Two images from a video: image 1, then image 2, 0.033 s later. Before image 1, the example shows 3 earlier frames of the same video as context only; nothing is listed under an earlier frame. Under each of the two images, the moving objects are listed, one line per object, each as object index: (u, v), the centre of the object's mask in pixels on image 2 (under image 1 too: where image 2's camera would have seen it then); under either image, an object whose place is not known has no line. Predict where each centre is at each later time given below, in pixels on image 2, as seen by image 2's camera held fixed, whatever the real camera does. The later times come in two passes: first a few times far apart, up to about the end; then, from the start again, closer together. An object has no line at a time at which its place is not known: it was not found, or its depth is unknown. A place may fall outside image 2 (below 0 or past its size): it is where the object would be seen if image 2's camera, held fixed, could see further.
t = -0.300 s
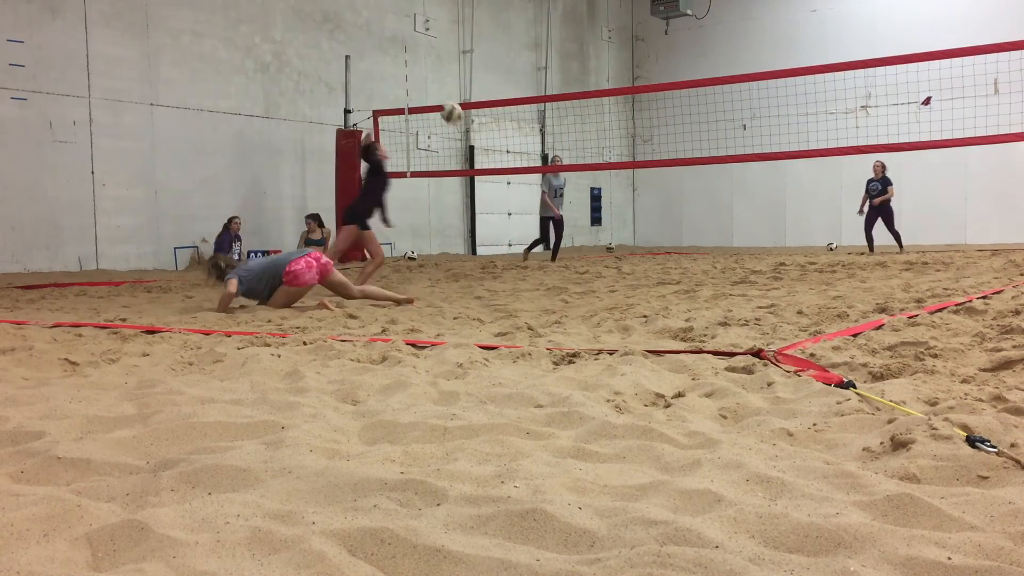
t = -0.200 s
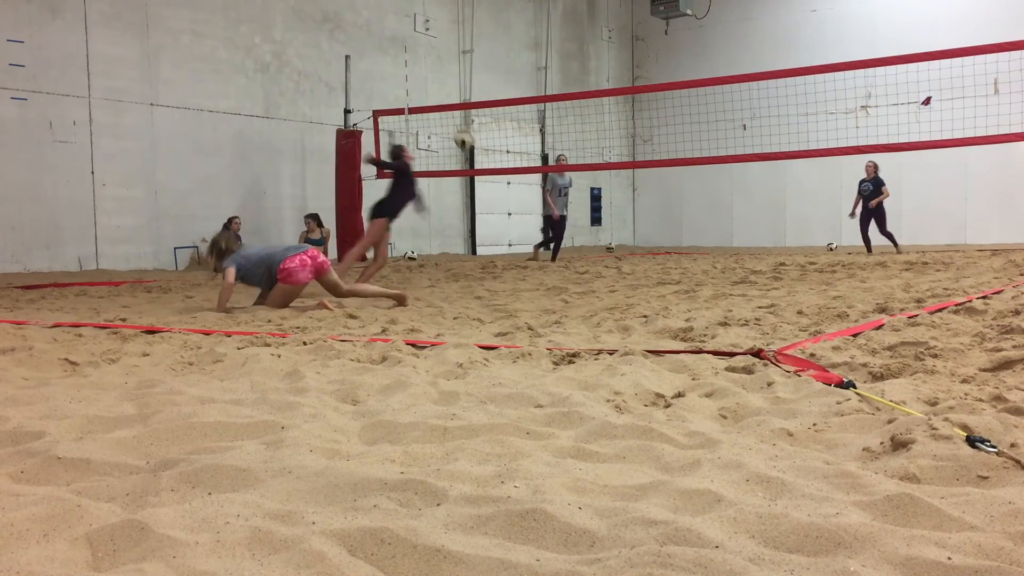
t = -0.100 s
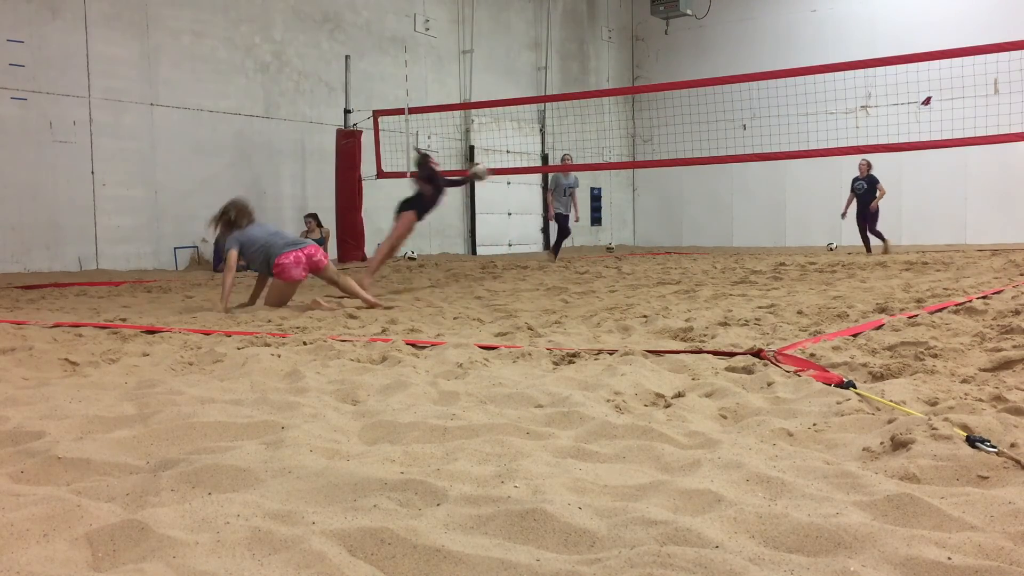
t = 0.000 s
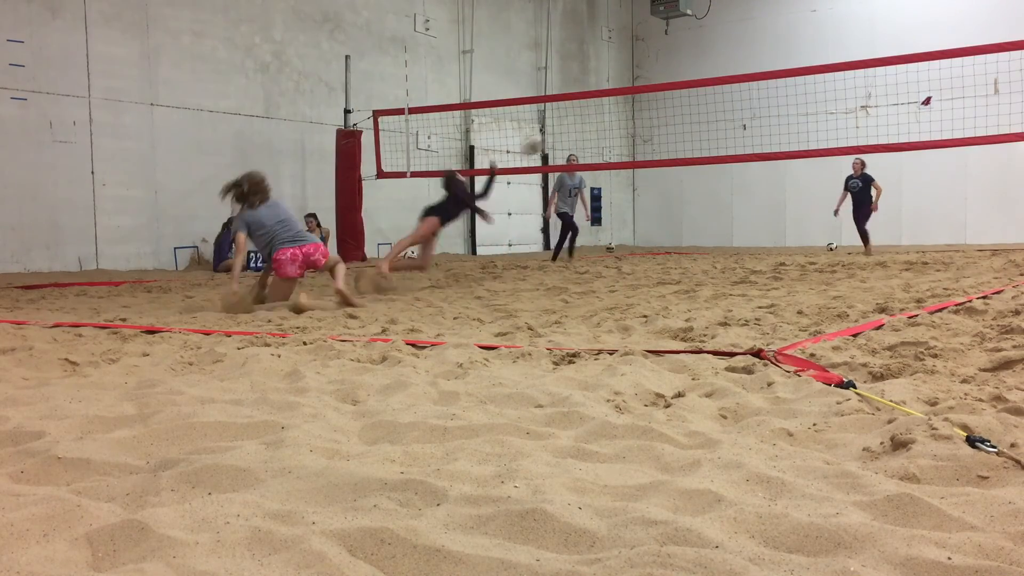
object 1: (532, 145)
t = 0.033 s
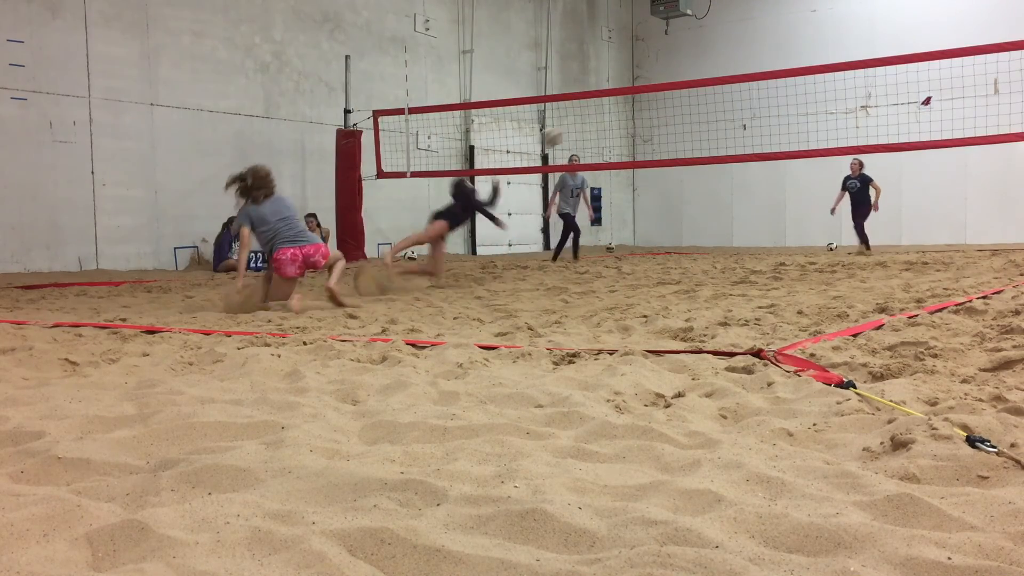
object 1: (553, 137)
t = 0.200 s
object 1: (638, 114)
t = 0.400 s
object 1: (703, 108)
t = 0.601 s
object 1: (722, 127)
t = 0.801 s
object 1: (739, 180)
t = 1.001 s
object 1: (757, 265)
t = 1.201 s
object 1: (733, 266)
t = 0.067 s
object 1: (569, 131)
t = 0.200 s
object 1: (638, 114)
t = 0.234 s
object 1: (653, 112)
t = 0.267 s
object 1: (669, 112)
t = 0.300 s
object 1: (683, 111)
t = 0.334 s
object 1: (691, 108)
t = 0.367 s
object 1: (698, 107)
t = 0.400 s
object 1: (703, 108)
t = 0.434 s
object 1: (706, 109)
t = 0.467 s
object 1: (709, 111)
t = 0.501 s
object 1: (712, 113)
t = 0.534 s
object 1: (716, 117)
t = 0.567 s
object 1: (718, 122)
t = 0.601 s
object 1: (722, 127)
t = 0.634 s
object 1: (724, 133)
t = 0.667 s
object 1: (727, 140)
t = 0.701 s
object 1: (730, 148)
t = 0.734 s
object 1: (733, 158)
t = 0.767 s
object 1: (737, 168)
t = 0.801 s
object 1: (739, 180)
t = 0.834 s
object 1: (742, 191)
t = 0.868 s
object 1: (745, 206)
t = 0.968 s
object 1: (756, 253)
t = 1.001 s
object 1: (757, 265)
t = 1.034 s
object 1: (753, 265)
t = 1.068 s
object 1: (749, 264)
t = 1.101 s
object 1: (745, 264)
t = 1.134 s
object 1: (739, 265)
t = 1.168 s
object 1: (736, 266)
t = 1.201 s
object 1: (733, 266)
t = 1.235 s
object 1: (729, 265)
